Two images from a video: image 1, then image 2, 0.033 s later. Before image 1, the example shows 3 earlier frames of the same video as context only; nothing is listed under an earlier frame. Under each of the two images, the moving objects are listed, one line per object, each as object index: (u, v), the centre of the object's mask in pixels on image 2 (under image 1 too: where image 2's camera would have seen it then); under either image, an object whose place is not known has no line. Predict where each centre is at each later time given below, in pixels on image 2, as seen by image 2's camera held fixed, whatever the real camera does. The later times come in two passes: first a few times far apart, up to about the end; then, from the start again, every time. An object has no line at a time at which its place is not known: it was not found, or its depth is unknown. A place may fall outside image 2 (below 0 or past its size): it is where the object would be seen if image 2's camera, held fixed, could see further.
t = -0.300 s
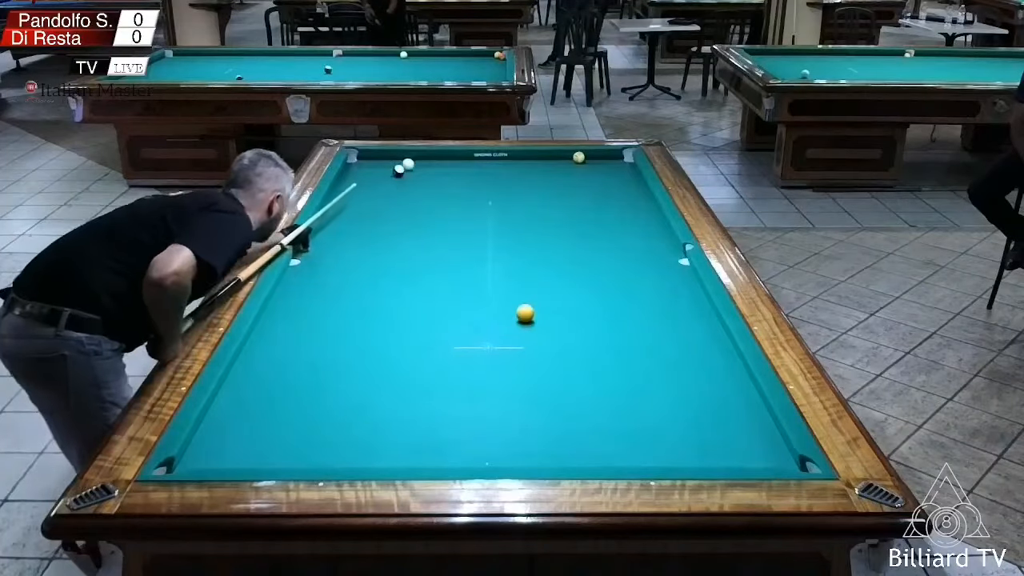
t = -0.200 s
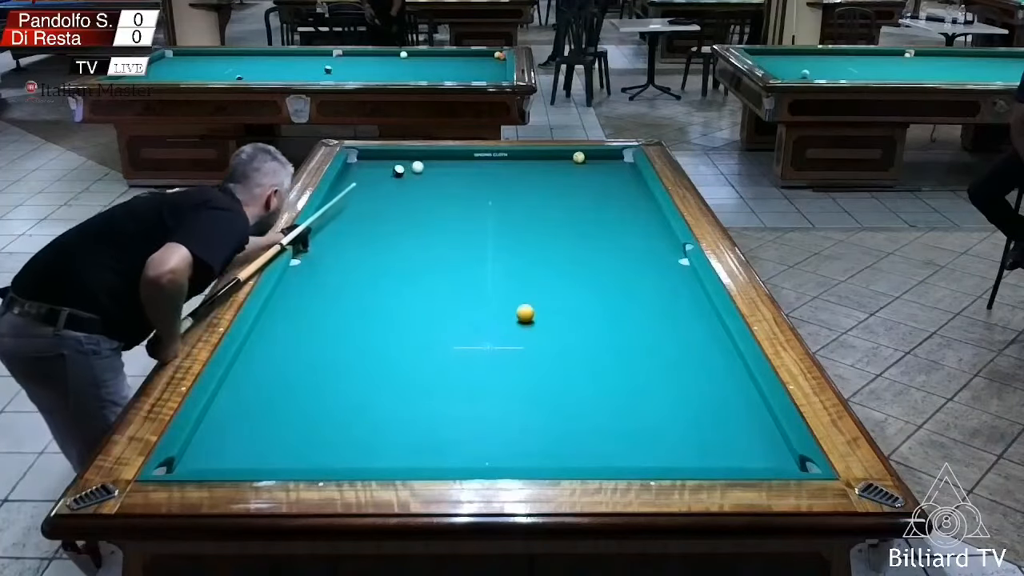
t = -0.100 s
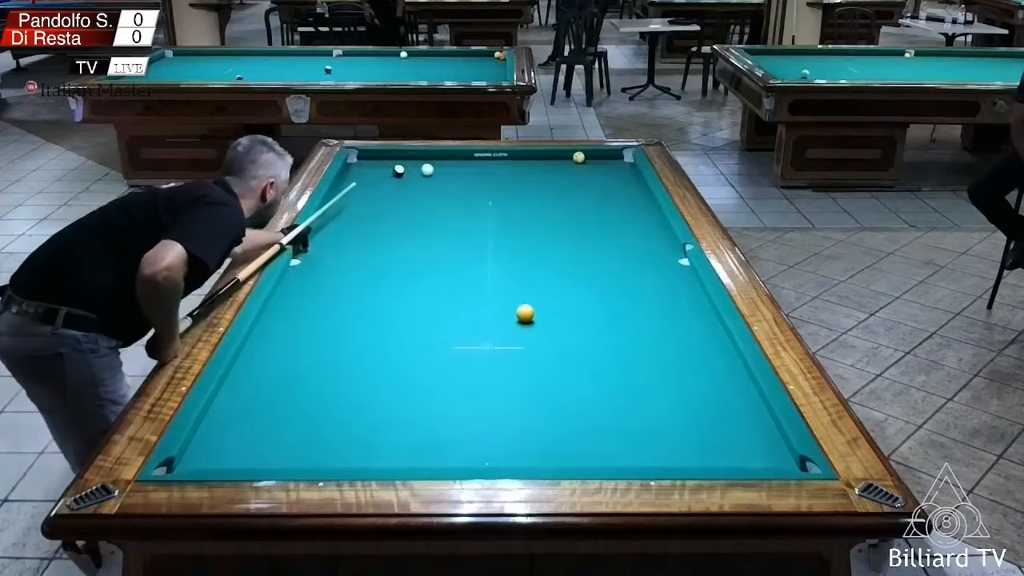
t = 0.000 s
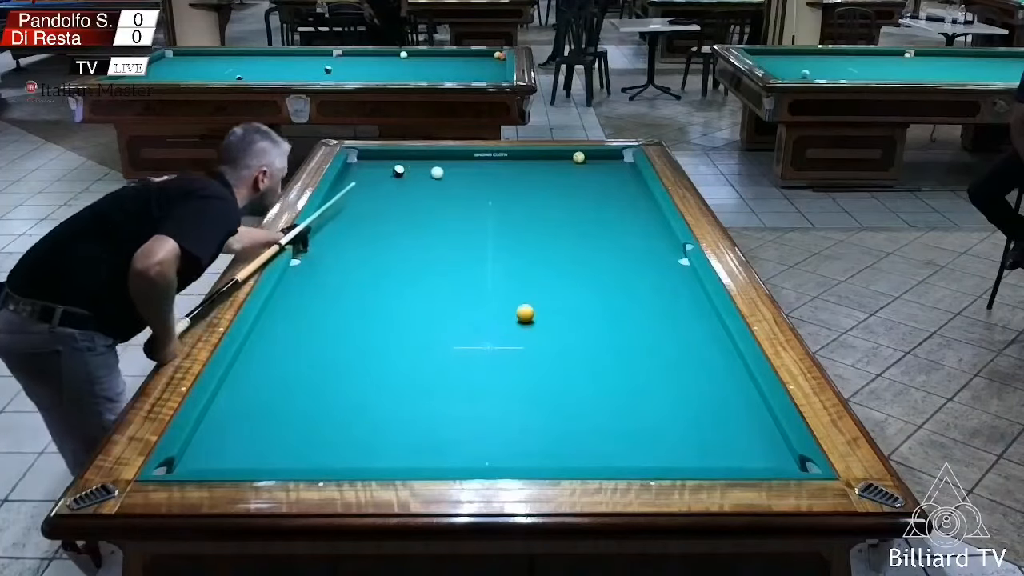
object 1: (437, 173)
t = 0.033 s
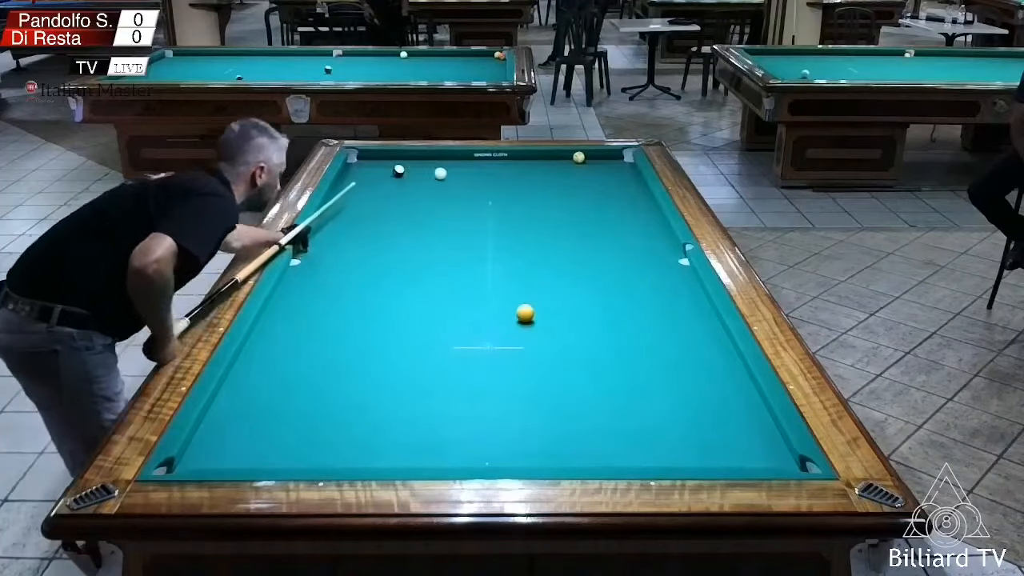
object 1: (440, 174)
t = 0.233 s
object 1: (458, 179)
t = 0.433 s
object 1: (481, 185)
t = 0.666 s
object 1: (504, 192)
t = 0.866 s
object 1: (527, 199)
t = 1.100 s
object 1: (553, 206)
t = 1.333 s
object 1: (579, 213)
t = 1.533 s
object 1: (604, 220)
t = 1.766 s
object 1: (631, 228)
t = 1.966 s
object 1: (658, 235)
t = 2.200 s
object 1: (660, 241)
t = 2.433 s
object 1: (648, 248)
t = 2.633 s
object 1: (637, 253)
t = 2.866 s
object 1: (624, 259)
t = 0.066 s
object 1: (443, 174)
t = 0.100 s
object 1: (447, 175)
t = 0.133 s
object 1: (450, 176)
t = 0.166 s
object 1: (453, 177)
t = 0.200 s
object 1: (455, 178)
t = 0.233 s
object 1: (458, 179)
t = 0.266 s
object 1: (463, 180)
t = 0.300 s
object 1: (467, 181)
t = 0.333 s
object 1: (470, 182)
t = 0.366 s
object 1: (474, 183)
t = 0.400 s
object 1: (477, 184)
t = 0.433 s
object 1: (481, 185)
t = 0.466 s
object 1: (484, 186)
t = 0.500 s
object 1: (488, 187)
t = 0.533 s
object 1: (491, 188)
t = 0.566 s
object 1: (493, 189)
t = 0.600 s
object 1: (497, 190)
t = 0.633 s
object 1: (500, 191)
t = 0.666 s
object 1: (504, 192)
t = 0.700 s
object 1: (509, 193)
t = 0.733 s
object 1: (512, 194)
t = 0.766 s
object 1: (516, 195)
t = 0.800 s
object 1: (520, 196)
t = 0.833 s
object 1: (524, 198)
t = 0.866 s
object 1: (527, 199)
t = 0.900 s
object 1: (531, 199)
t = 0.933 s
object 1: (533, 200)
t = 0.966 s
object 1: (537, 201)
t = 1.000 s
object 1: (540, 202)
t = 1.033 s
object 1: (544, 203)
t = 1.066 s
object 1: (550, 205)
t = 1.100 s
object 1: (553, 206)
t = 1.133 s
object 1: (557, 207)
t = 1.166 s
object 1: (561, 208)
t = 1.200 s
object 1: (565, 209)
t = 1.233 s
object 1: (569, 210)
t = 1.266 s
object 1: (572, 211)
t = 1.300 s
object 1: (575, 212)
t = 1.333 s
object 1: (579, 213)
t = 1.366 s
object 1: (582, 214)
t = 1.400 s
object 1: (586, 215)
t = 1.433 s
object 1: (590, 216)
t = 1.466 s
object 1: (596, 218)
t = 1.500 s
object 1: (600, 219)
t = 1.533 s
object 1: (604, 220)
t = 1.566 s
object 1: (608, 221)
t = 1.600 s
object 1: (612, 222)
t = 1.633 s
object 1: (616, 224)
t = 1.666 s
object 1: (618, 224)
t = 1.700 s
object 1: (622, 225)
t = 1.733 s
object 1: (627, 226)
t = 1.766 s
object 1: (631, 228)
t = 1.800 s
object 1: (635, 229)
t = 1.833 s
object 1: (639, 230)
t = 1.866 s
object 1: (643, 231)
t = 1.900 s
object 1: (649, 233)
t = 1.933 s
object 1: (654, 234)
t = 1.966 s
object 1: (658, 235)
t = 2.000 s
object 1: (662, 236)
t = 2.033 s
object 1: (664, 237)
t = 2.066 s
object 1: (667, 238)
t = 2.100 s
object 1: (666, 239)
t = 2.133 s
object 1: (664, 240)
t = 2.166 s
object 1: (662, 241)
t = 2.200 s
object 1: (660, 241)
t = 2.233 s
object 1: (659, 242)
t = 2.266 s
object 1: (656, 244)
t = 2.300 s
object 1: (654, 244)
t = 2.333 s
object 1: (652, 245)
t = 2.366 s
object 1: (650, 246)
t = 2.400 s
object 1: (650, 247)
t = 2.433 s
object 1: (648, 248)
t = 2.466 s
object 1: (646, 248)
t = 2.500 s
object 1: (644, 249)
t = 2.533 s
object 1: (642, 250)
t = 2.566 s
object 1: (640, 251)
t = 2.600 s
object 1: (639, 252)
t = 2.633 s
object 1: (637, 253)
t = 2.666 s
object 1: (634, 254)
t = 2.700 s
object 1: (632, 255)
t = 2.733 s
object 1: (630, 256)
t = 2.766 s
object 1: (630, 256)
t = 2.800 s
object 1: (628, 257)
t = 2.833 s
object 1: (626, 258)
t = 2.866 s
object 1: (624, 259)
